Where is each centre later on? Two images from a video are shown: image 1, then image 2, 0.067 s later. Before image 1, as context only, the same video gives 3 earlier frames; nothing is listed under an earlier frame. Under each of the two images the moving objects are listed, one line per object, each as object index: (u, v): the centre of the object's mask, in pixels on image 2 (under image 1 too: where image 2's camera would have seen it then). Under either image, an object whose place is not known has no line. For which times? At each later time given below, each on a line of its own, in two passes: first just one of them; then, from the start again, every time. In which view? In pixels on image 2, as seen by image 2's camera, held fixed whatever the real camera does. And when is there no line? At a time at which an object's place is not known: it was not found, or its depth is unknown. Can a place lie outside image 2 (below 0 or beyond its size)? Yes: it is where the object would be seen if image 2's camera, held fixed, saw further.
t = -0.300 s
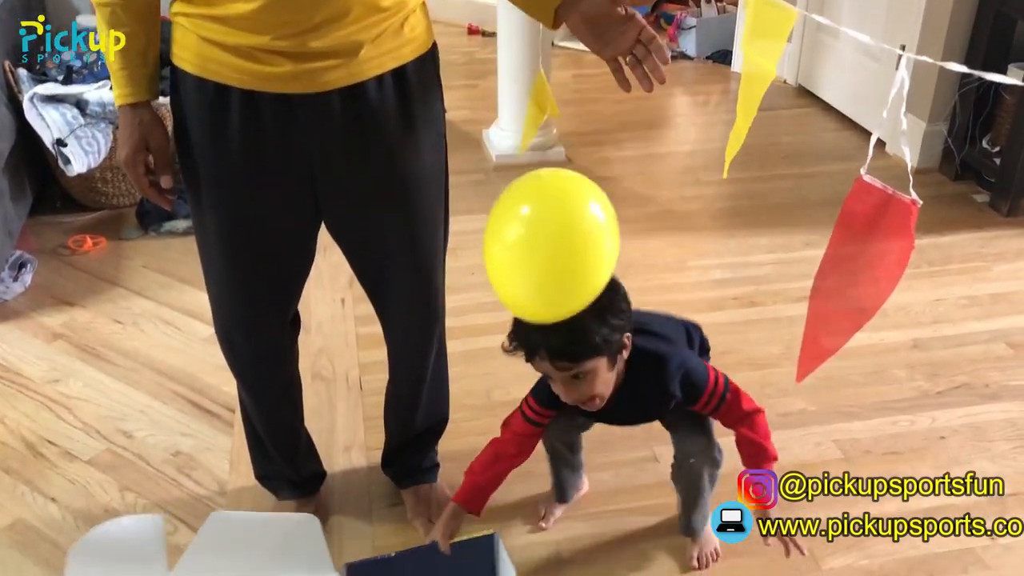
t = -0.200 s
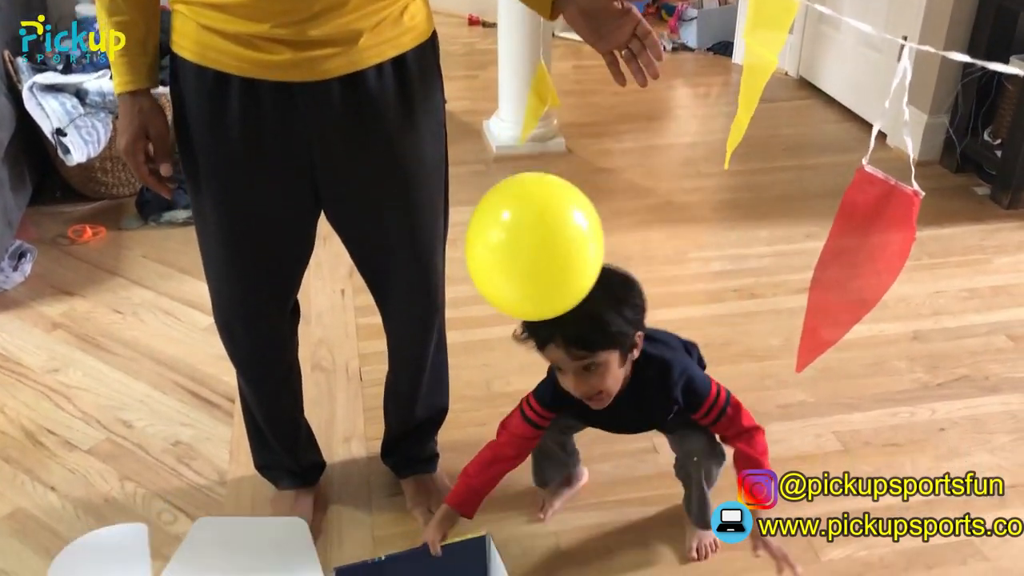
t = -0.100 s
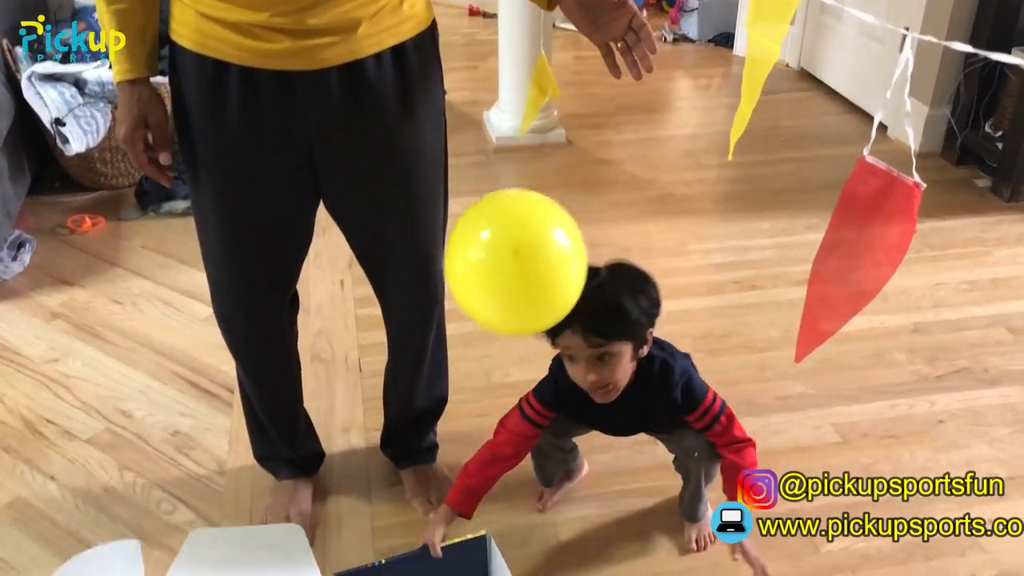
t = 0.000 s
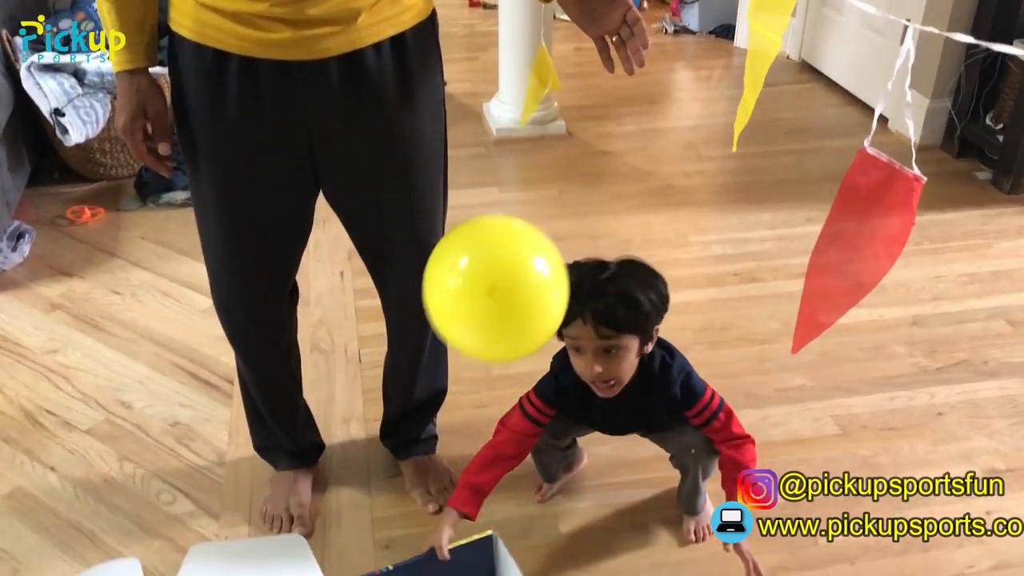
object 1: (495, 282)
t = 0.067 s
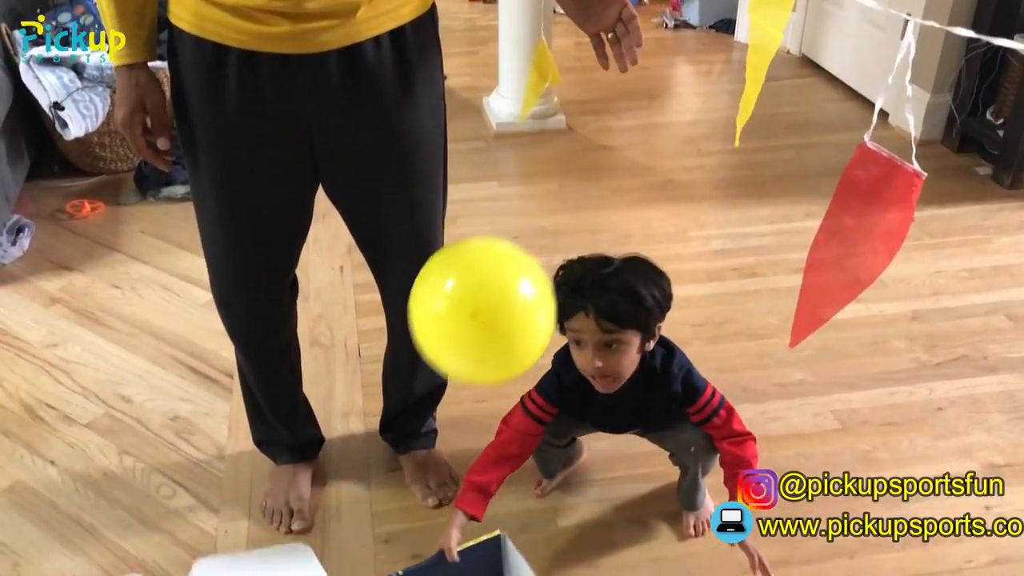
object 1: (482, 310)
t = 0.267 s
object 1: (442, 419)
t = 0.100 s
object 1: (475, 327)
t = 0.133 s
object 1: (468, 343)
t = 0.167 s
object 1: (461, 360)
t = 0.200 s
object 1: (455, 379)
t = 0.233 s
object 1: (449, 399)
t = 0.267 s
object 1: (442, 419)
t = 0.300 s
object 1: (436, 440)
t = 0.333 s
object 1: (430, 462)
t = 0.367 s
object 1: (425, 485)
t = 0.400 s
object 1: (420, 507)
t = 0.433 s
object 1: (416, 529)
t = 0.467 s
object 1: (412, 545)
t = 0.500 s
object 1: (398, 555)
